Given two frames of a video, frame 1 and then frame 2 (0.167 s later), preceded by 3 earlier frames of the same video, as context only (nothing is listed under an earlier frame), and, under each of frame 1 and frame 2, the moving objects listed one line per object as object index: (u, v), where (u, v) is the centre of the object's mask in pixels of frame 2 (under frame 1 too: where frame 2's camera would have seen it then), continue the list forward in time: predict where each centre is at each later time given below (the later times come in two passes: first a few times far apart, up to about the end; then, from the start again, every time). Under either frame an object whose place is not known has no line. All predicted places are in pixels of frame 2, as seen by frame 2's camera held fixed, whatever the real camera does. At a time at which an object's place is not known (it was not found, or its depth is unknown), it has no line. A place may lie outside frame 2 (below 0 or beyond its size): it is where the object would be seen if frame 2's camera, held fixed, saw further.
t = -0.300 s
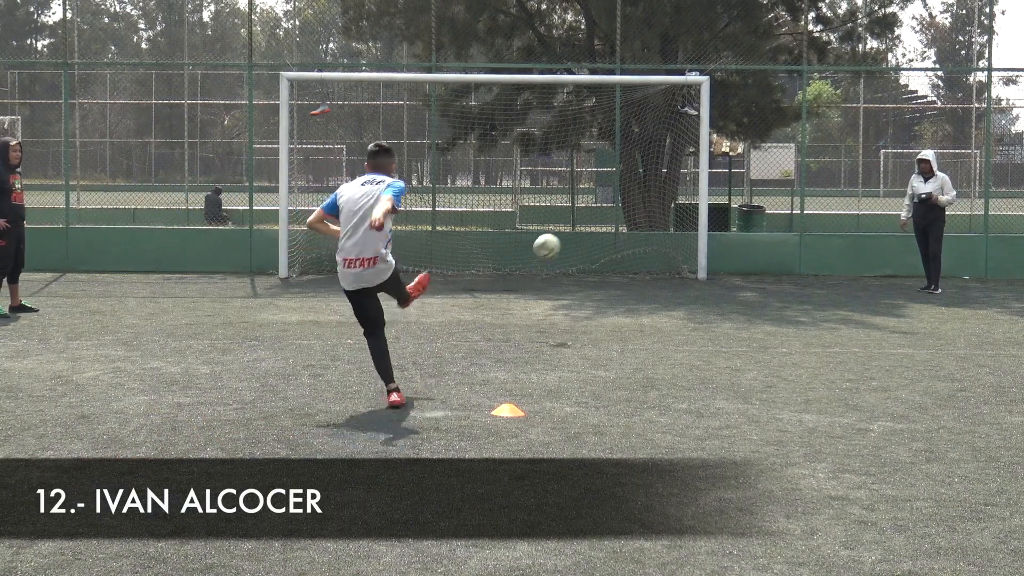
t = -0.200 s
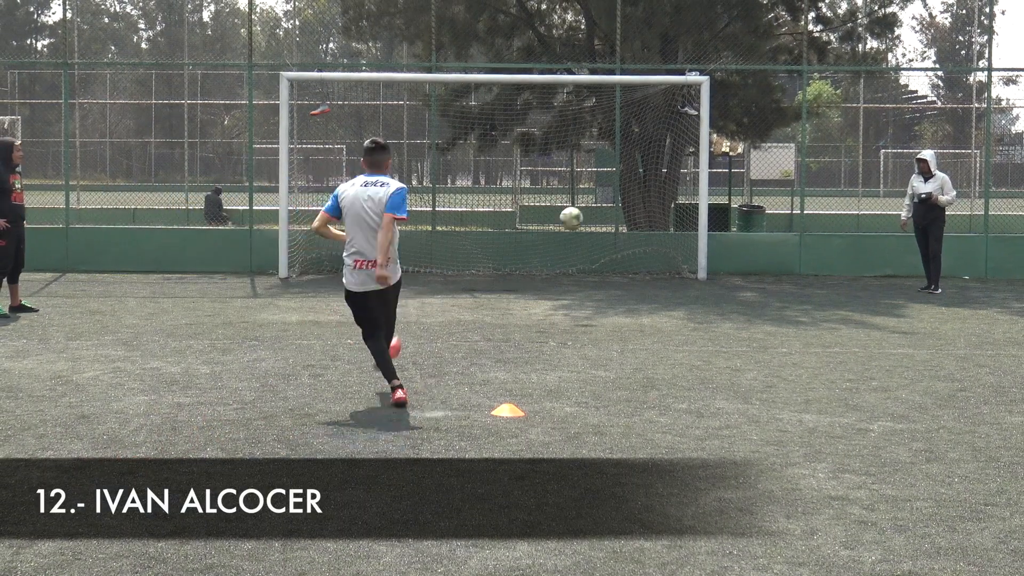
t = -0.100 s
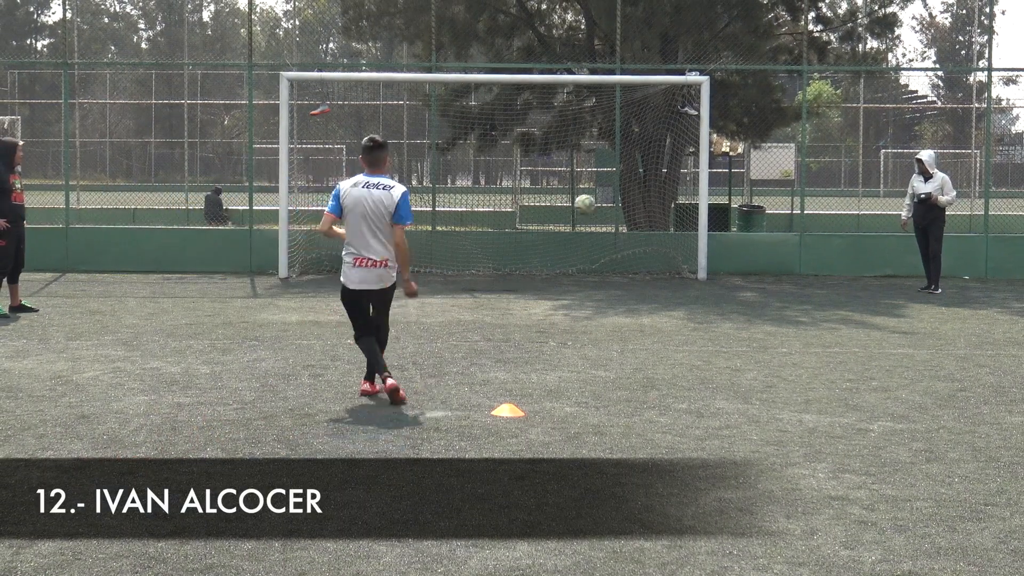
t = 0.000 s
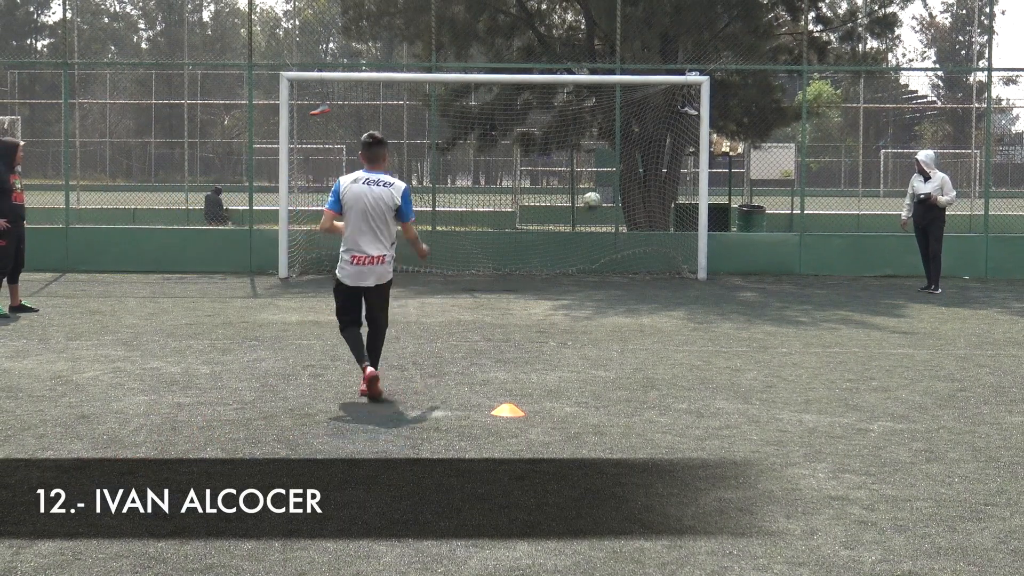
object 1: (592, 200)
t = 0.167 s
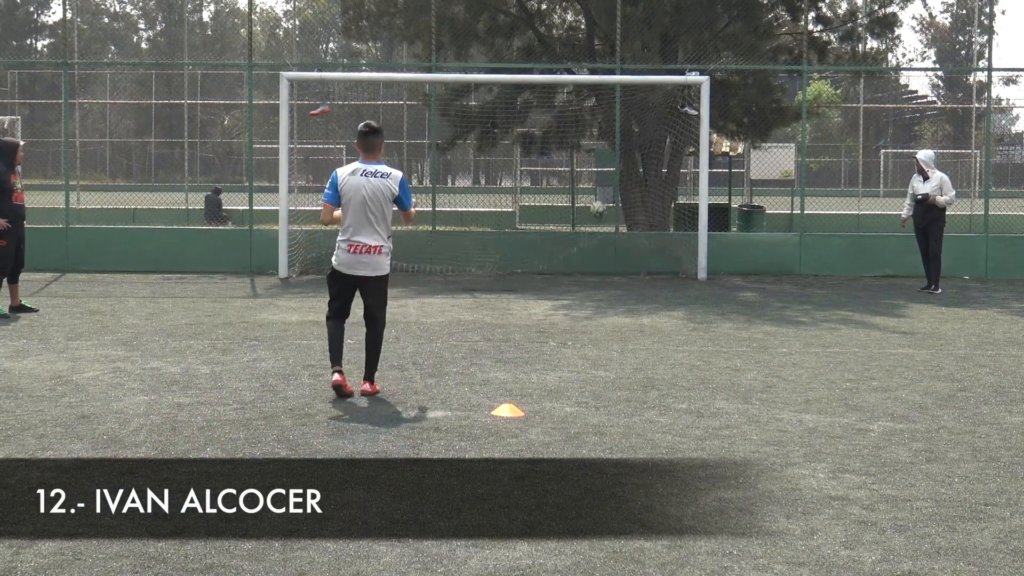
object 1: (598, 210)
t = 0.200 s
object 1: (598, 213)
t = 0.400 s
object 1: (604, 242)
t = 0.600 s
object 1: (604, 261)
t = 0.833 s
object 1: (605, 256)
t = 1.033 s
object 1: (606, 267)
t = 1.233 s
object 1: (607, 264)
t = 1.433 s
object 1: (606, 269)
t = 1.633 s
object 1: (604, 272)
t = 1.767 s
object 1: (603, 276)
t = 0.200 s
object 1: (598, 213)
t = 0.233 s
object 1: (600, 217)
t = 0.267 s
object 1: (601, 224)
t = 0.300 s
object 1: (602, 227)
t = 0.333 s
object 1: (604, 232)
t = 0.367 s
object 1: (604, 236)
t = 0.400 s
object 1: (604, 242)
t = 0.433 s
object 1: (605, 248)
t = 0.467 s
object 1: (605, 254)
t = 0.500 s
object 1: (604, 260)
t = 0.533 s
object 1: (604, 268)
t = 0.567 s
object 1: (604, 267)
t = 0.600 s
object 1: (604, 261)
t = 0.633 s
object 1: (604, 259)
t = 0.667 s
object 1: (605, 256)
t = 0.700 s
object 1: (605, 254)
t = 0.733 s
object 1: (605, 253)
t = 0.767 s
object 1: (605, 253)
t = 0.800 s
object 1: (605, 254)
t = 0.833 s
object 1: (605, 256)
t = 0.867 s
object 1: (606, 258)
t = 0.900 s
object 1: (606, 261)
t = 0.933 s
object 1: (606, 265)
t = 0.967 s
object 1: (606, 271)
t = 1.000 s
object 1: (606, 270)
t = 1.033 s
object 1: (606, 267)
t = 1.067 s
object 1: (606, 264)
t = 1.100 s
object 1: (606, 262)
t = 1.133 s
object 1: (606, 262)
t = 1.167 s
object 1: (606, 262)
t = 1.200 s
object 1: (606, 263)
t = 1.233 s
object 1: (607, 264)
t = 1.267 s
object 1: (606, 268)
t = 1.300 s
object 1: (607, 271)
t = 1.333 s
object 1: (606, 273)
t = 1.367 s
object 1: (606, 271)
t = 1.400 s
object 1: (606, 270)
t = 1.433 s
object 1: (606, 269)
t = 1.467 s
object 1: (605, 269)
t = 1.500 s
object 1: (605, 270)
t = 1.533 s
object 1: (605, 272)
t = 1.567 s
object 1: (604, 274)
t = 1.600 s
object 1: (604, 274)
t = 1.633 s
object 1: (604, 272)
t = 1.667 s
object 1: (604, 272)
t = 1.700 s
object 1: (603, 272)
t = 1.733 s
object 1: (603, 274)
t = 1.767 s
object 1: (603, 276)
